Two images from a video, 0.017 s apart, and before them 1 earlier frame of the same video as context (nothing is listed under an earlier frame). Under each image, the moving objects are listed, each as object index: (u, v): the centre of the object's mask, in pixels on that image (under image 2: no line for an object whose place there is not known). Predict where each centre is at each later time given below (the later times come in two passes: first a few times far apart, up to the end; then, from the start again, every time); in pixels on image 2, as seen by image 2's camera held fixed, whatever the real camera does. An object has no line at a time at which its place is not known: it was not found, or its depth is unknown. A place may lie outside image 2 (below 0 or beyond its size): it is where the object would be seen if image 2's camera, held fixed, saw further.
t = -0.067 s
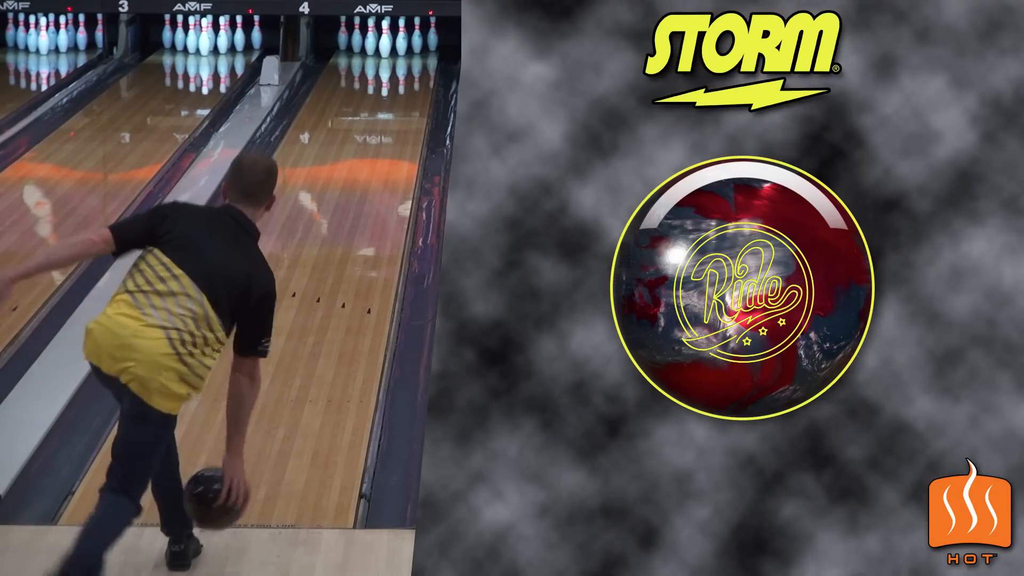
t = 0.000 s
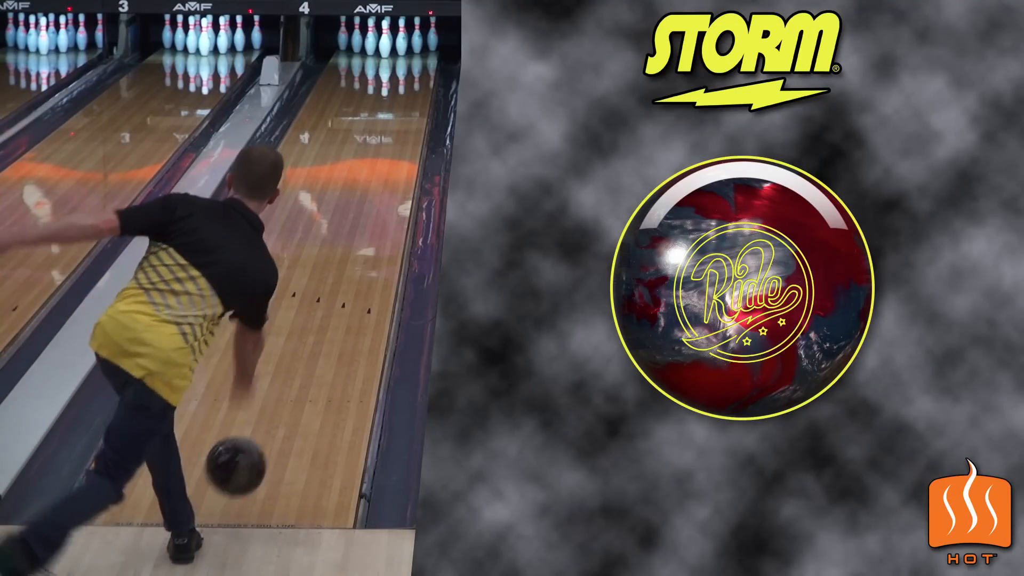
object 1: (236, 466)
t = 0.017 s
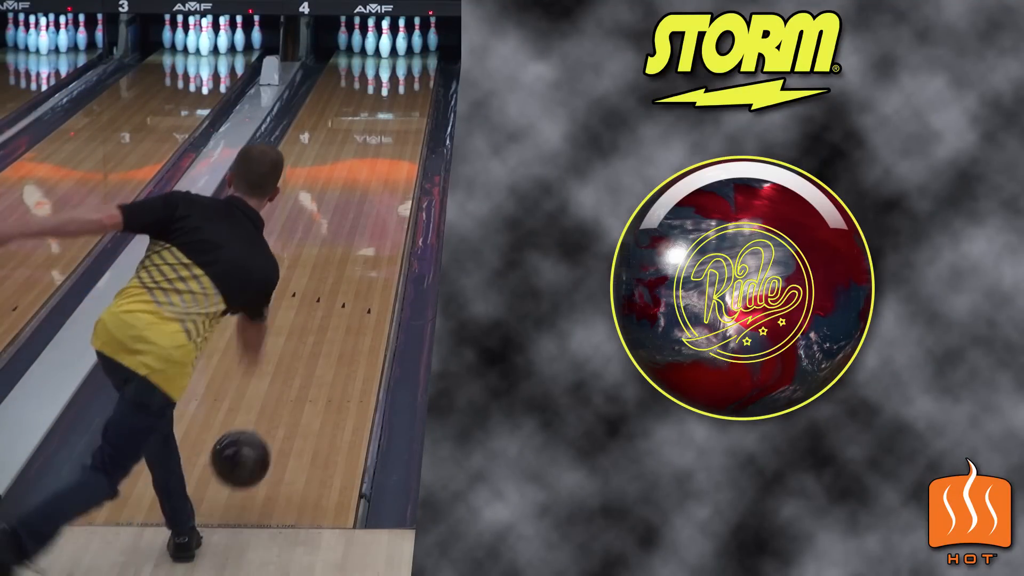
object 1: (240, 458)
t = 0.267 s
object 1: (297, 371)
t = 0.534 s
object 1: (337, 284)
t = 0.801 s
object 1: (365, 220)
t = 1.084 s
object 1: (385, 169)
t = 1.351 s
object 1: (398, 131)
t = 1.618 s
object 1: (406, 101)
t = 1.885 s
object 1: (407, 76)
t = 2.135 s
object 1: (402, 58)
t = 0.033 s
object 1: (245, 452)
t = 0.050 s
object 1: (250, 447)
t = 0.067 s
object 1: (254, 442)
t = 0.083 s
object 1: (258, 439)
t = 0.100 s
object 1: (262, 436)
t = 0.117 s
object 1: (266, 434)
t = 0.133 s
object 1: (270, 428)
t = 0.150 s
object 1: (273, 420)
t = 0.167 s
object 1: (277, 412)
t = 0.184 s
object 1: (280, 405)
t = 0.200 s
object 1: (284, 398)
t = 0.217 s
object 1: (287, 392)
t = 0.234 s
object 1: (291, 385)
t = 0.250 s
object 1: (294, 378)
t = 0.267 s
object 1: (297, 371)
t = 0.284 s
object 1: (300, 365)
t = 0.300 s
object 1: (303, 359)
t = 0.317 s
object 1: (306, 353)
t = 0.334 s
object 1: (308, 347)
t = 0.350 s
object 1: (311, 341)
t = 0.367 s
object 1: (314, 335)
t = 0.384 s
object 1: (317, 330)
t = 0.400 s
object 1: (319, 324)
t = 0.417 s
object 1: (322, 319)
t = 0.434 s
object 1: (324, 314)
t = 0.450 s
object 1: (326, 308)
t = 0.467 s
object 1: (328, 304)
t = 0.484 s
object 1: (331, 298)
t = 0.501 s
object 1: (333, 293)
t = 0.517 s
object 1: (335, 289)
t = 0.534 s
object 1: (337, 284)
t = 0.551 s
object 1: (339, 280)
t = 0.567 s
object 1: (341, 275)
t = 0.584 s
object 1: (343, 271)
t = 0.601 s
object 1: (345, 266)
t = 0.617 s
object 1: (347, 263)
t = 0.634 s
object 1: (349, 259)
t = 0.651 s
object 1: (351, 254)
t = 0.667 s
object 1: (352, 250)
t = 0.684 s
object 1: (354, 246)
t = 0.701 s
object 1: (356, 242)
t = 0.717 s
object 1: (357, 238)
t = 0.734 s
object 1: (359, 234)
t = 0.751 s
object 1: (361, 231)
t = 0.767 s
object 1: (362, 227)
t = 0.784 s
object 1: (364, 223)
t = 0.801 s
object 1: (365, 220)
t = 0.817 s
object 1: (366, 217)
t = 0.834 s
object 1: (368, 213)
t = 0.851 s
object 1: (369, 210)
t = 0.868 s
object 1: (371, 207)
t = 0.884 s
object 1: (372, 204)
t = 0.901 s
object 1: (373, 200)
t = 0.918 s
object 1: (374, 197)
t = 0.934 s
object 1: (376, 194)
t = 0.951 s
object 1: (377, 191)
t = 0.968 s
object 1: (378, 188)
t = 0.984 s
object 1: (379, 185)
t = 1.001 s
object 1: (380, 182)
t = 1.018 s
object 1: (381, 180)
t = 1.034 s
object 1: (382, 177)
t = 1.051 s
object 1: (383, 174)
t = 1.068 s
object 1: (384, 171)
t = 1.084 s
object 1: (385, 169)
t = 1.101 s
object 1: (386, 166)
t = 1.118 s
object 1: (387, 163)
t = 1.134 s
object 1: (388, 161)
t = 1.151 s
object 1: (389, 158)
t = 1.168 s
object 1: (390, 156)
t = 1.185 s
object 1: (391, 153)
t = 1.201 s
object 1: (392, 151)
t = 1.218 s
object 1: (393, 148)
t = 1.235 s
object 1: (393, 146)
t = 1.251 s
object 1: (394, 144)
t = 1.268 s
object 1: (395, 142)
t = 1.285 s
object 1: (396, 139)
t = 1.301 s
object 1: (396, 137)
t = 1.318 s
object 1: (397, 135)
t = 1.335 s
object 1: (398, 133)
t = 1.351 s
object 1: (398, 131)
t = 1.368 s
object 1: (399, 129)
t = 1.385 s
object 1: (400, 127)
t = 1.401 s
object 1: (400, 125)
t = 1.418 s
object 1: (401, 123)
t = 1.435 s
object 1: (401, 121)
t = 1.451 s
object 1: (402, 119)
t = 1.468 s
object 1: (402, 117)
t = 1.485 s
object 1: (403, 115)
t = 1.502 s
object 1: (403, 113)
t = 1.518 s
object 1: (404, 112)
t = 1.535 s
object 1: (404, 110)
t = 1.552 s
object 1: (404, 108)
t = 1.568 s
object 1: (405, 106)
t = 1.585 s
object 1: (405, 105)
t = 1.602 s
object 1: (405, 103)
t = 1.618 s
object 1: (406, 101)
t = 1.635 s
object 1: (406, 100)
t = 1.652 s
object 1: (407, 98)
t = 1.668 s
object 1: (407, 96)
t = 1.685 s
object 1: (407, 94)
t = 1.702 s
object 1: (407, 93)
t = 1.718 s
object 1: (407, 91)
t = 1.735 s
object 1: (407, 89)
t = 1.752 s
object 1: (407, 88)
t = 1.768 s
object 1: (407, 86)
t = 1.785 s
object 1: (408, 85)
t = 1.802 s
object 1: (407, 83)
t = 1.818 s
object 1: (408, 82)
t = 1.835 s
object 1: (407, 81)
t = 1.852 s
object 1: (407, 79)
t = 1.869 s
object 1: (407, 78)
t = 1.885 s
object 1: (407, 76)
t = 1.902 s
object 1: (407, 75)
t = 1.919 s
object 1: (407, 74)
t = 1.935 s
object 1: (407, 72)
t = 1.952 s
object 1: (406, 71)
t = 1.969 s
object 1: (406, 70)
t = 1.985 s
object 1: (405, 68)
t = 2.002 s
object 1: (405, 67)
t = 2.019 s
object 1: (405, 66)
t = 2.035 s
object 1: (404, 65)
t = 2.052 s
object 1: (404, 64)
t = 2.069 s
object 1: (404, 62)
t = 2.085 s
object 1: (403, 61)
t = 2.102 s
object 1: (403, 60)
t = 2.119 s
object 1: (402, 59)
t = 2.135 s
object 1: (402, 58)
